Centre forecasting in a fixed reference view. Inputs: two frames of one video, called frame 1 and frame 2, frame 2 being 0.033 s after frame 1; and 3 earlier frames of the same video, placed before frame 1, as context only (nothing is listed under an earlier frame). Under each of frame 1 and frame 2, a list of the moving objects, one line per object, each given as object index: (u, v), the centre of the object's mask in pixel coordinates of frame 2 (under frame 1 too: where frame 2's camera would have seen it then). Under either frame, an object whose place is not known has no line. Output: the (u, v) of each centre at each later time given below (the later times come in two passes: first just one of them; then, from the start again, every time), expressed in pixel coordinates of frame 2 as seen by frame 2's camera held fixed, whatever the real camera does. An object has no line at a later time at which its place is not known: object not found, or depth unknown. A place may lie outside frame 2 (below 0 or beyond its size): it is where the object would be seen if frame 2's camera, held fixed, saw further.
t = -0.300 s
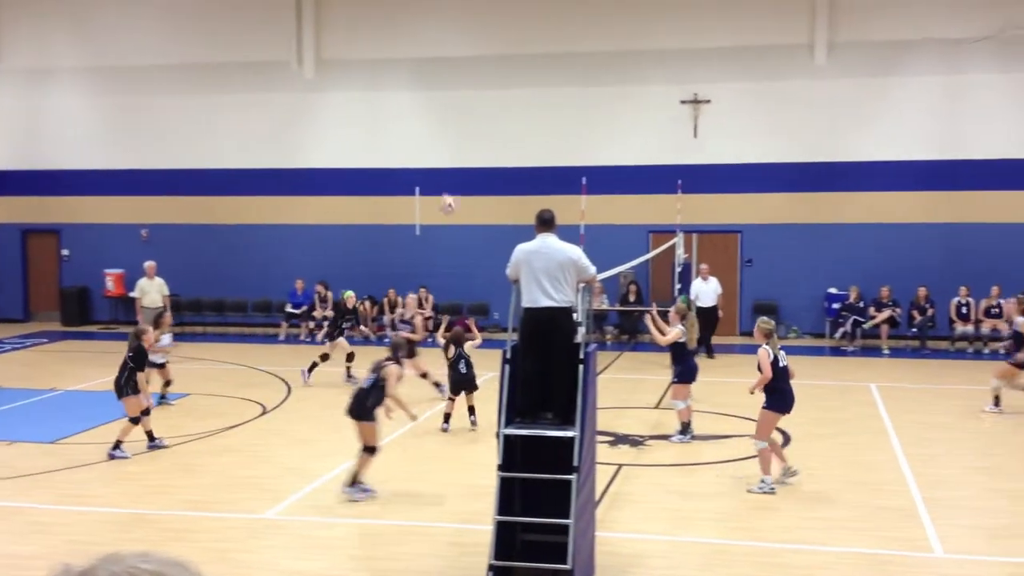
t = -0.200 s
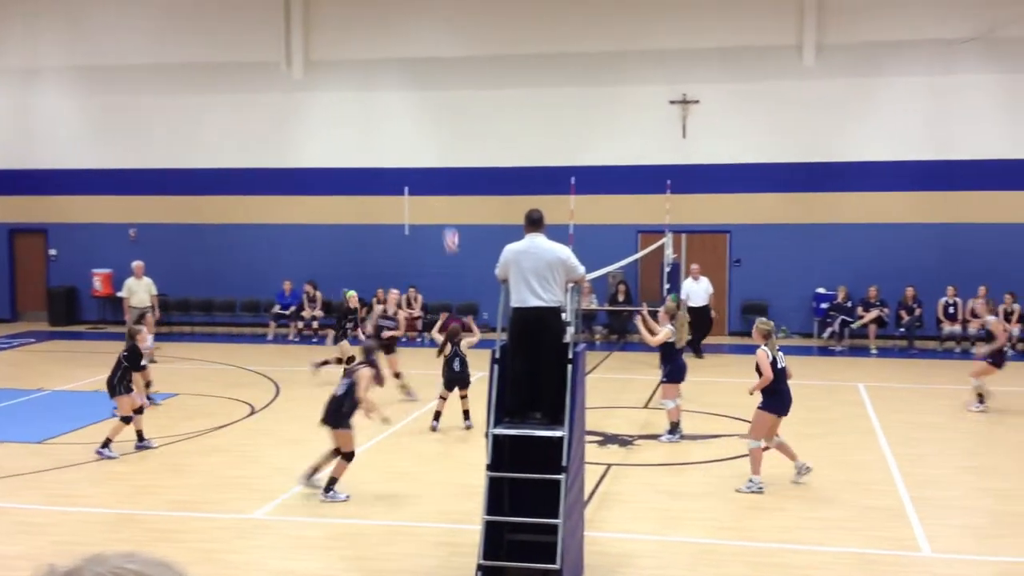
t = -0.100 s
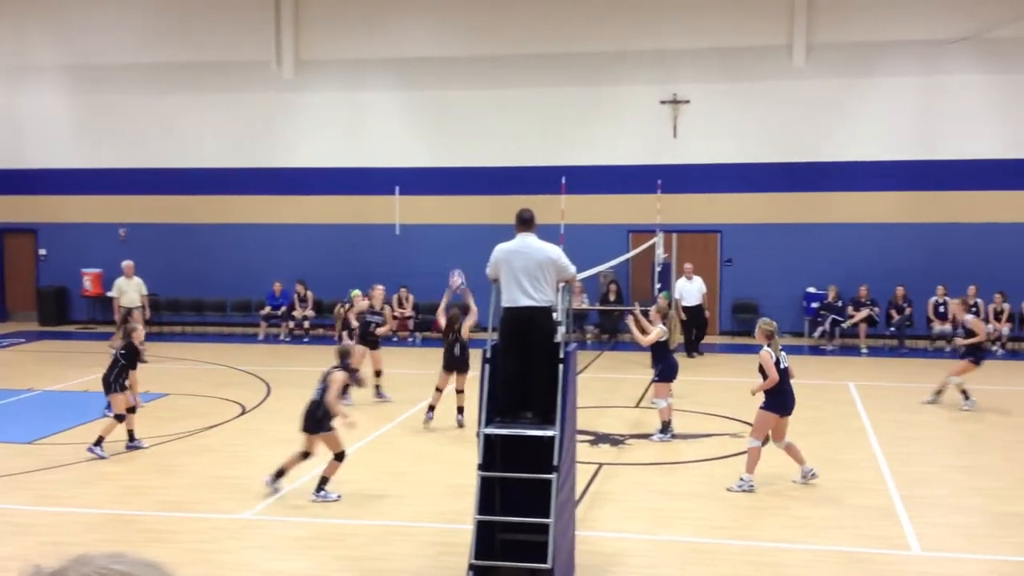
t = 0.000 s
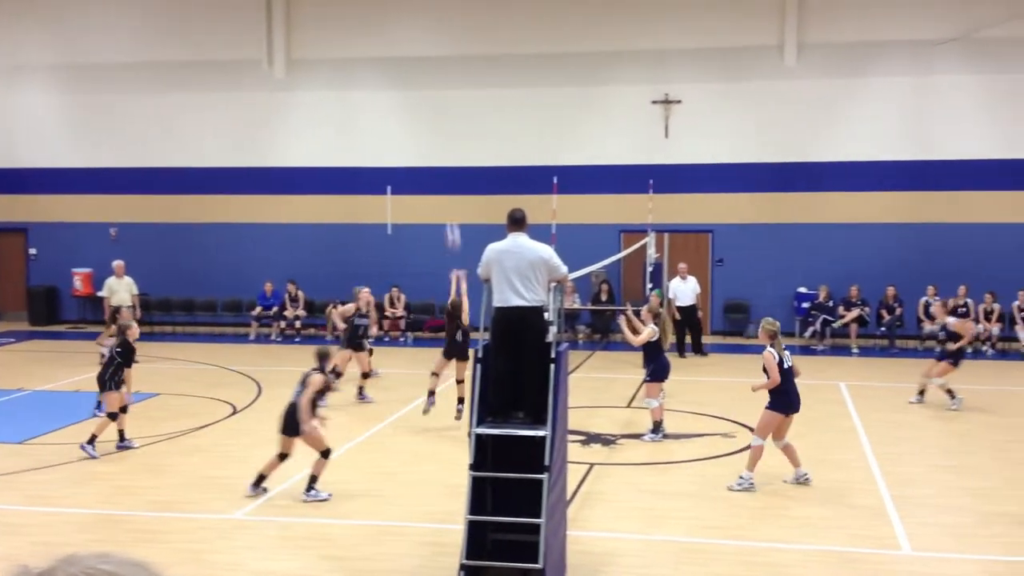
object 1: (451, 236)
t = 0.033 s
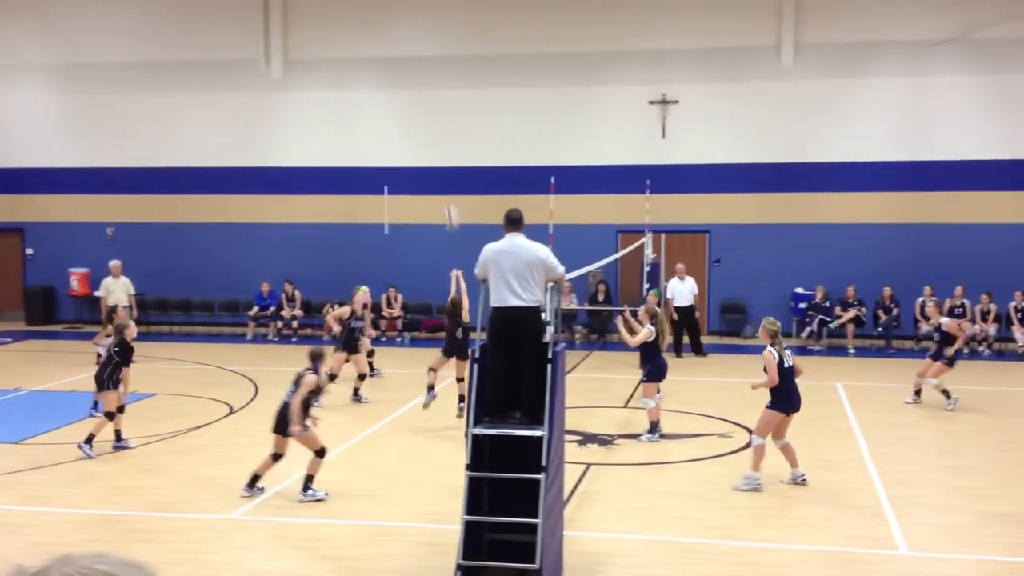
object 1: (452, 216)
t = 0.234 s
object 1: (450, 129)
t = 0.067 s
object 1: (451, 197)
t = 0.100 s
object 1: (451, 182)
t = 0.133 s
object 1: (451, 173)
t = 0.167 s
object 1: (450, 156)
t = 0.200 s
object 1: (451, 142)
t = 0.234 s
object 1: (450, 129)
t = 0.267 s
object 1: (451, 119)
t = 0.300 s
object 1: (450, 107)
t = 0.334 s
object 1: (449, 98)
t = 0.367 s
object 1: (450, 88)
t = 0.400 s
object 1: (451, 80)
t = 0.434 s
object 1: (451, 74)
